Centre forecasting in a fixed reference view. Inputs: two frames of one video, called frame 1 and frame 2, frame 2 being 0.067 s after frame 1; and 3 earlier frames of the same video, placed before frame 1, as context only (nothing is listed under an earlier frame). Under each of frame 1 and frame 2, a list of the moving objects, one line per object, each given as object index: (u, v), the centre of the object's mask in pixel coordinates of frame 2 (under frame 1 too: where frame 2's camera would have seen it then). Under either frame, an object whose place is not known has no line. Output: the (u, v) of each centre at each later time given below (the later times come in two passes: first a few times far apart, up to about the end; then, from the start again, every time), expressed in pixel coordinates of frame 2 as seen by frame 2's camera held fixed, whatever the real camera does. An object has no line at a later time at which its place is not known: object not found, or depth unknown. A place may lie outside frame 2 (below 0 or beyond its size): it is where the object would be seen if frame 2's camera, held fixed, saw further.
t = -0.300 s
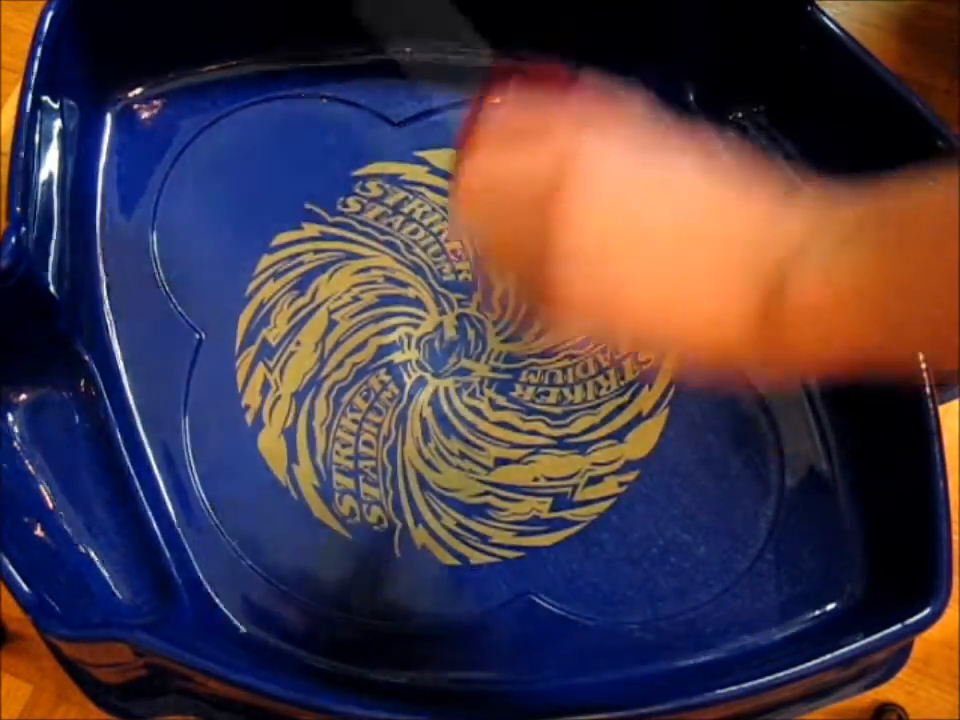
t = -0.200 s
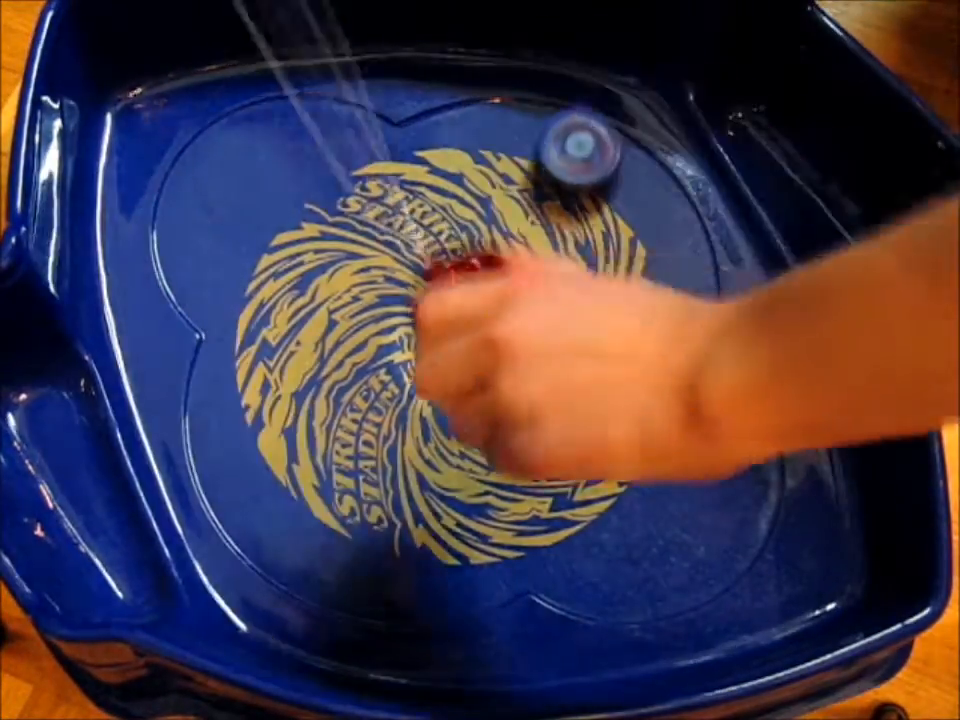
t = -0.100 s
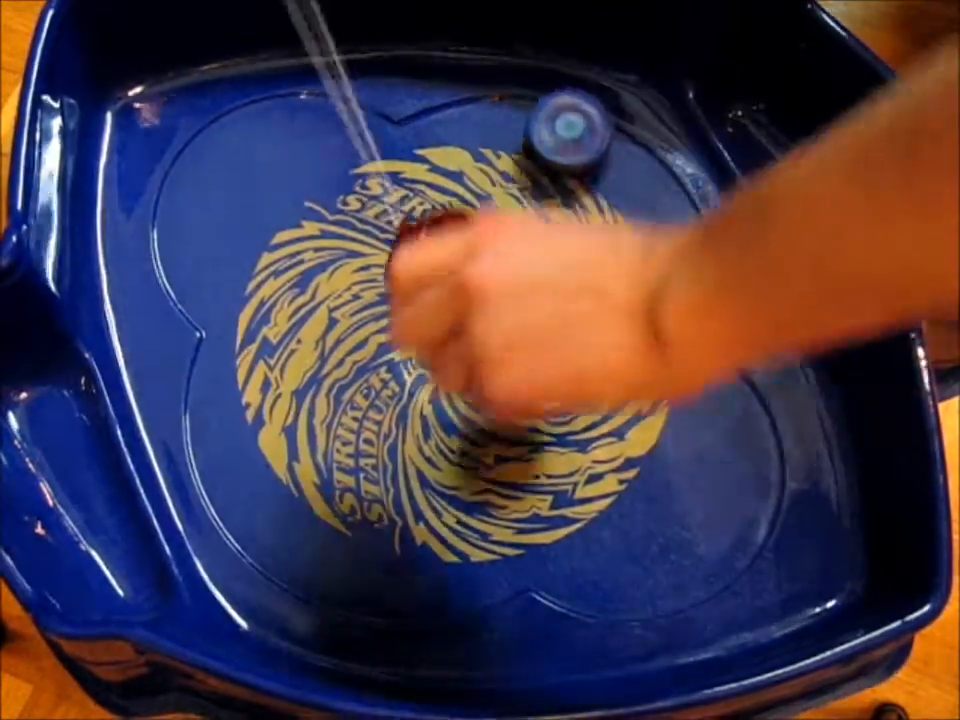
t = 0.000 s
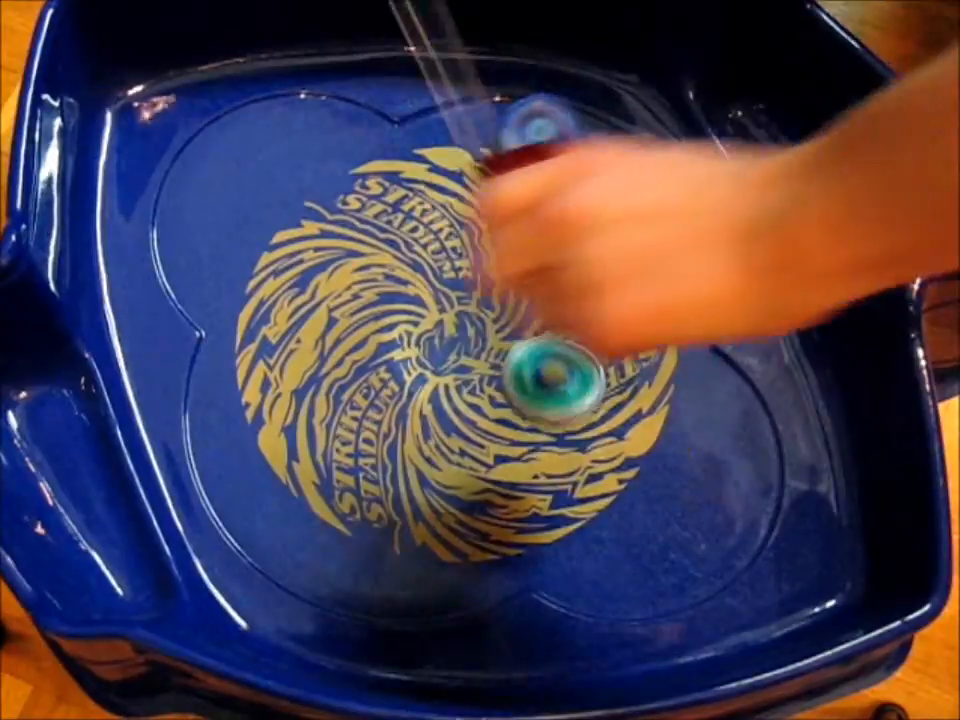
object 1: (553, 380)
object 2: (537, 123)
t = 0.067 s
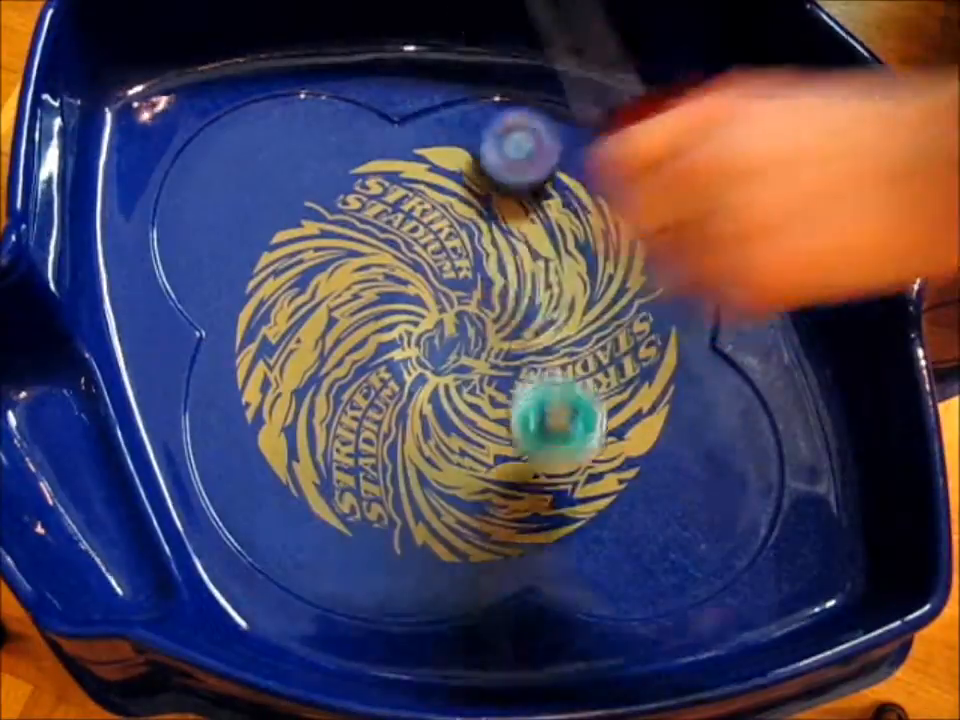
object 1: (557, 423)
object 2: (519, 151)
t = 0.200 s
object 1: (458, 459)
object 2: (501, 200)
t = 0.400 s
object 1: (240, 487)
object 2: (547, 305)
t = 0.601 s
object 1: (198, 442)
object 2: (640, 383)
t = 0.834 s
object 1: (138, 409)
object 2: (702, 357)
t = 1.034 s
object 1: (140, 388)
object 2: (671, 322)
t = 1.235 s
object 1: (135, 360)
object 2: (579, 314)
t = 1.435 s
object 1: (144, 322)
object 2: (478, 363)
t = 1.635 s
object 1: (180, 275)
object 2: (428, 426)
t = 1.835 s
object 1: (232, 269)
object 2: (388, 515)
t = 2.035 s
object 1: (347, 248)
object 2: (438, 561)
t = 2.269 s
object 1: (520, 181)
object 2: (491, 486)
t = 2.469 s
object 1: (611, 117)
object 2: (450, 393)
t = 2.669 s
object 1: (563, 96)
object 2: (406, 340)
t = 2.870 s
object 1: (494, 132)
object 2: (372, 332)
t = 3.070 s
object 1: (506, 219)
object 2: (343, 284)
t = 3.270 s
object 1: (561, 357)
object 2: (313, 272)
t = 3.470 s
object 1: (616, 470)
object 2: (299, 280)
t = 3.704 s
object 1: (654, 520)
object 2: (344, 296)
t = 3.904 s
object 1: (654, 516)
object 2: (395, 289)
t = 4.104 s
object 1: (647, 509)
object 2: (428, 297)
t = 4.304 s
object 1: (614, 485)
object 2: (468, 309)
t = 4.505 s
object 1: (516, 423)
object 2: (482, 284)
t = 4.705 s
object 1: (405, 368)
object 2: (464, 291)
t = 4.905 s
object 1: (297, 313)
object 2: (473, 336)
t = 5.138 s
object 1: (225, 285)
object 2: (515, 336)
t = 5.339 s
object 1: (217, 281)
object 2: (488, 323)
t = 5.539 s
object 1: (222, 279)
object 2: (458, 346)
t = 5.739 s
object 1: (241, 277)
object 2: (468, 380)
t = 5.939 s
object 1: (298, 274)
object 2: (488, 364)
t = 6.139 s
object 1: (396, 258)
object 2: (466, 340)
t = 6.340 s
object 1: (406, 172)
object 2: (510, 392)
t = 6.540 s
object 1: (417, 169)
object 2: (534, 430)
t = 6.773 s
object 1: (440, 177)
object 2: (559, 438)
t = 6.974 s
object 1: (473, 203)
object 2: (550, 415)
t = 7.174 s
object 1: (520, 246)
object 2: (501, 381)
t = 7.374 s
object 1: (569, 295)
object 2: (447, 341)
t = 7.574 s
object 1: (592, 333)
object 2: (394, 359)
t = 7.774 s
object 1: (597, 363)
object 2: (362, 370)
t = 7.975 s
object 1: (590, 386)
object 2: (340, 362)
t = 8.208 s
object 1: (566, 405)
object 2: (331, 359)
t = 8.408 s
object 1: (529, 418)
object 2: (341, 353)
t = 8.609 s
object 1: (475, 424)
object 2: (354, 338)
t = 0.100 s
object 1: (553, 454)
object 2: (512, 161)
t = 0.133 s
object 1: (528, 453)
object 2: (506, 173)
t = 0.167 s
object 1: (492, 453)
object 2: (503, 186)
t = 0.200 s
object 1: (458, 459)
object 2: (501, 200)
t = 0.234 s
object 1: (420, 472)
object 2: (501, 219)
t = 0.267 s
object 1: (382, 481)
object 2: (504, 235)
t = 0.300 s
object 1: (344, 477)
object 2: (512, 254)
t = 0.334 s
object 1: (307, 478)
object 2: (519, 272)
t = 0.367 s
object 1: (271, 485)
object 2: (532, 289)
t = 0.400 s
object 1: (240, 487)
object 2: (547, 305)
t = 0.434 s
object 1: (212, 492)
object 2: (561, 322)
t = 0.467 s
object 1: (181, 498)
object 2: (576, 339)
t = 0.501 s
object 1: (170, 485)
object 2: (593, 355)
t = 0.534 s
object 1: (183, 465)
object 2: (610, 367)
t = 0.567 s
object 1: (198, 453)
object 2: (625, 377)
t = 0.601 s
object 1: (198, 442)
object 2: (640, 383)
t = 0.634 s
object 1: (195, 436)
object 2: (655, 387)
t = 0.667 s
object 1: (190, 434)
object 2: (668, 386)
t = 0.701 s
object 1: (181, 430)
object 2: (682, 381)
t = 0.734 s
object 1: (170, 426)
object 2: (692, 374)
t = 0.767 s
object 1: (155, 419)
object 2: (699, 367)
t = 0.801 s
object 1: (140, 411)
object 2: (703, 362)
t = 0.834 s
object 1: (138, 409)
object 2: (702, 357)
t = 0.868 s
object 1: (145, 409)
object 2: (699, 350)
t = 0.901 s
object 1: (144, 404)
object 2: (696, 341)
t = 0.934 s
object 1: (138, 397)
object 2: (694, 335)
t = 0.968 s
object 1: (140, 397)
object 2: (689, 331)
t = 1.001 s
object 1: (143, 396)
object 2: (681, 326)
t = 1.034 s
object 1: (140, 388)
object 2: (671, 322)
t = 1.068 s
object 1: (137, 380)
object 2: (658, 317)
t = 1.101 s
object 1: (135, 374)
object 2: (643, 311)
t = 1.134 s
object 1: (135, 370)
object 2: (629, 307)
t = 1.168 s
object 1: (134, 367)
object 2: (612, 306)
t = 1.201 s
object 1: (134, 363)
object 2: (596, 308)
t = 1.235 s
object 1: (135, 360)
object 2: (579, 314)
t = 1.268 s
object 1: (135, 356)
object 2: (561, 321)
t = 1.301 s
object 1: (136, 351)
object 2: (545, 331)
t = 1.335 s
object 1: (137, 345)
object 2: (528, 346)
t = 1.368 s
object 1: (138, 338)
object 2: (511, 355)
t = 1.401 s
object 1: (141, 330)
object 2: (494, 359)
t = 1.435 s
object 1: (144, 322)
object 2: (478, 363)
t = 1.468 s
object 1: (148, 312)
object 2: (466, 369)
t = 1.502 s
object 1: (152, 303)
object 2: (459, 378)
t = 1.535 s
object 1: (156, 292)
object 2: (454, 386)
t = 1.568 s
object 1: (160, 282)
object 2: (448, 402)
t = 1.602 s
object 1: (168, 276)
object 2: (441, 413)
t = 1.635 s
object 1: (180, 275)
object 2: (428, 426)
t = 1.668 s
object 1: (189, 275)
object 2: (415, 440)
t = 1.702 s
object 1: (196, 274)
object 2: (404, 453)
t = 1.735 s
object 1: (203, 274)
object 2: (395, 470)
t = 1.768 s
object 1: (209, 273)
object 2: (389, 487)
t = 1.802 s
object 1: (219, 272)
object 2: (386, 503)
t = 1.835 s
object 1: (232, 269)
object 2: (388, 515)
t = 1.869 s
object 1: (246, 267)
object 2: (392, 528)
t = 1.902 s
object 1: (263, 265)
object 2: (398, 540)
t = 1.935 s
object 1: (282, 261)
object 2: (408, 549)
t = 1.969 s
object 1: (303, 258)
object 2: (419, 557)
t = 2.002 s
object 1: (324, 253)
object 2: (428, 561)
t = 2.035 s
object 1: (347, 248)
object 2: (438, 561)
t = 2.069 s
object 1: (371, 240)
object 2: (449, 558)
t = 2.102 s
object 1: (397, 231)
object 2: (461, 551)
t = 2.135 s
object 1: (422, 223)
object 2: (472, 540)
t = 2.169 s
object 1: (448, 213)
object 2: (482, 528)
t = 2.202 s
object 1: (472, 204)
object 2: (488, 514)
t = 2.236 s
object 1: (497, 193)
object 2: (493, 498)
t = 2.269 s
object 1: (520, 181)
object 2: (491, 486)
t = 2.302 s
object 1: (542, 170)
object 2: (487, 470)
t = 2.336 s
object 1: (561, 158)
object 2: (484, 452)
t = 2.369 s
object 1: (577, 148)
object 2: (477, 435)
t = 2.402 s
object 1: (591, 136)
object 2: (468, 418)
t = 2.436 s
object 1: (602, 126)
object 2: (457, 407)
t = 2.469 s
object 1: (611, 117)
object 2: (450, 393)
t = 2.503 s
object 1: (608, 113)
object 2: (444, 381)
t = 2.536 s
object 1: (601, 112)
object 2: (439, 369)
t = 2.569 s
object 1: (601, 107)
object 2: (431, 358)
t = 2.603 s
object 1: (594, 102)
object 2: (422, 348)
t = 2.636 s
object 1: (581, 99)
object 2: (414, 343)
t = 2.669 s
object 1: (563, 96)
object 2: (406, 340)
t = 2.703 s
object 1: (540, 96)
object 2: (400, 341)
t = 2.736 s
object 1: (521, 101)
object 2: (392, 346)
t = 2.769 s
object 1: (508, 108)
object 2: (384, 347)
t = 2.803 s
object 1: (500, 116)
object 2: (379, 345)
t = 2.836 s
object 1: (496, 123)
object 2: (375, 340)
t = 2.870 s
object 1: (494, 132)
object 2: (372, 332)
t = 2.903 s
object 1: (494, 142)
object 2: (369, 323)
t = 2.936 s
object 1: (495, 154)
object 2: (365, 316)
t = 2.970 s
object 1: (496, 167)
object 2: (358, 307)
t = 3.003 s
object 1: (499, 182)
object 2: (352, 300)
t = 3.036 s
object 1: (502, 198)
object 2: (347, 293)
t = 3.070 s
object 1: (506, 219)
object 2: (343, 284)
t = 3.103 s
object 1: (512, 239)
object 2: (338, 279)
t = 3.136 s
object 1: (519, 261)
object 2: (333, 275)
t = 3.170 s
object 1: (529, 285)
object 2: (328, 273)
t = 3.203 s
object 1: (539, 308)
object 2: (324, 271)
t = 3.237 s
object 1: (550, 333)
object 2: (319, 271)
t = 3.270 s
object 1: (561, 357)
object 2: (313, 272)
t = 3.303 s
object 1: (570, 380)
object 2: (307, 271)
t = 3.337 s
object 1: (579, 398)
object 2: (304, 271)
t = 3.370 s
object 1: (589, 421)
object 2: (302, 272)
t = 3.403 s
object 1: (598, 438)
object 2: (300, 276)
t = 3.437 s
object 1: (608, 454)
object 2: (298, 277)
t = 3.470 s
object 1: (616, 470)
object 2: (299, 280)
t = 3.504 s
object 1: (626, 484)
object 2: (302, 285)
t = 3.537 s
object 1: (636, 498)
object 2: (307, 290)
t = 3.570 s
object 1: (644, 507)
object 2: (313, 292)
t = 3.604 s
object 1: (649, 513)
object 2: (319, 293)
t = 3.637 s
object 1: (652, 517)
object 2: (326, 295)
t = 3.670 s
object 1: (654, 518)
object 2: (334, 295)
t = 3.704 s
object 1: (654, 520)
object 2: (344, 296)
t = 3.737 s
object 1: (655, 520)
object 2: (355, 297)
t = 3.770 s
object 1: (655, 519)
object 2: (365, 298)
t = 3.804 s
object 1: (655, 518)
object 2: (373, 298)
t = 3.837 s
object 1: (655, 517)
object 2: (382, 296)
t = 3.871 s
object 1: (655, 517)
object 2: (388, 293)
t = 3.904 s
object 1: (654, 516)
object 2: (395, 289)
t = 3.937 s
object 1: (654, 514)
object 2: (403, 285)
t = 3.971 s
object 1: (653, 514)
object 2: (412, 282)
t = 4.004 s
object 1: (652, 513)
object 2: (418, 284)
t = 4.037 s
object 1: (650, 512)
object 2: (423, 287)
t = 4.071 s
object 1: (649, 511)
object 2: (426, 291)
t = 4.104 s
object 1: (647, 509)
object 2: (428, 297)
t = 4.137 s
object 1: (644, 508)
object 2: (432, 302)
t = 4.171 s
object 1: (641, 505)
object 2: (439, 307)
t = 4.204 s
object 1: (637, 502)
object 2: (447, 310)
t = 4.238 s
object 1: (631, 497)
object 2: (455, 310)
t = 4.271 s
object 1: (624, 491)
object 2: (463, 310)
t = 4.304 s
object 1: (614, 485)
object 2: (468, 309)
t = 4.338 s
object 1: (603, 476)
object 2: (475, 306)
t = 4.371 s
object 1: (589, 467)
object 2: (480, 303)
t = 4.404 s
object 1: (573, 457)
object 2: (483, 299)
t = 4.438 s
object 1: (555, 446)
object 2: (486, 293)
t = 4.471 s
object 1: (538, 433)
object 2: (486, 288)
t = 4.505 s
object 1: (516, 423)
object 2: (482, 284)
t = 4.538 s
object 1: (494, 413)
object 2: (478, 280)
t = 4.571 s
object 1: (470, 402)
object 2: (474, 279)
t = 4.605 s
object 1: (446, 391)
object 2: (471, 280)
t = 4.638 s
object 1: (429, 382)
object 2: (468, 282)
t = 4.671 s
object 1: (415, 373)
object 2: (466, 286)
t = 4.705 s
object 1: (405, 368)
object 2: (464, 291)
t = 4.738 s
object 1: (395, 362)
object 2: (463, 297)
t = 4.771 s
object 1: (378, 355)
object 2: (463, 305)
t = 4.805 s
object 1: (359, 347)
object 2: (462, 312)
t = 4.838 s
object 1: (339, 336)
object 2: (465, 321)
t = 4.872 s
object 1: (317, 324)
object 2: (468, 328)
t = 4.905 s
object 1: (297, 313)
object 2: (473, 336)
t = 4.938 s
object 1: (281, 305)
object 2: (481, 341)
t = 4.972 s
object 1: (265, 298)
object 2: (487, 344)
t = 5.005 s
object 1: (253, 294)
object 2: (493, 346)
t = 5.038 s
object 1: (243, 290)
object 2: (500, 345)
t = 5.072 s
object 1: (235, 288)
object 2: (507, 345)
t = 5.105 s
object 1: (229, 285)
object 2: (512, 342)
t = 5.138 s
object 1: (225, 285)
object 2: (515, 336)
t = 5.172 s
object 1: (222, 284)
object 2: (514, 331)
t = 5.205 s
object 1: (220, 283)
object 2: (510, 326)
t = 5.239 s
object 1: (218, 283)
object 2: (505, 324)
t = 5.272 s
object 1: (217, 282)
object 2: (499, 322)
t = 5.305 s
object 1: (217, 281)
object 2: (493, 323)
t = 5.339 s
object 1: (217, 281)
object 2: (488, 323)
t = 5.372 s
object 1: (217, 280)
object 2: (482, 325)
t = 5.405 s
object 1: (217, 280)
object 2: (475, 328)
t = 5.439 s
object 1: (218, 280)
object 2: (470, 331)
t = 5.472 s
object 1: (219, 279)
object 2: (464, 336)
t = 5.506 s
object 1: (220, 279)
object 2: (460, 341)
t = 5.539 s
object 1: (222, 279)
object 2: (458, 346)
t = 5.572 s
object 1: (223, 279)
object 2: (455, 354)
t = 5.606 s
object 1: (227, 278)
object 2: (456, 362)
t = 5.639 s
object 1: (229, 277)
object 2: (457, 369)
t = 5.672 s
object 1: (233, 277)
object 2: (460, 374)
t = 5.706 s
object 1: (236, 277)
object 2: (463, 377)
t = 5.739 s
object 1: (241, 277)
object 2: (468, 380)
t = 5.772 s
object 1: (246, 276)
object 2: (473, 382)
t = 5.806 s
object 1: (254, 276)
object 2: (478, 381)
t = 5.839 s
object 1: (263, 276)
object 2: (482, 379)
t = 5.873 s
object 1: (274, 276)
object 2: (485, 374)
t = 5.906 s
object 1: (285, 275)
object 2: (487, 369)
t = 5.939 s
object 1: (298, 274)
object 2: (488, 364)
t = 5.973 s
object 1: (314, 274)
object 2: (487, 359)
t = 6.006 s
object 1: (329, 273)
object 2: (485, 351)
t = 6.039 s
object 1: (346, 272)
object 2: (482, 347)
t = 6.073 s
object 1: (364, 270)
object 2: (477, 340)
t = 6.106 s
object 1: (383, 269)
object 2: (468, 336)
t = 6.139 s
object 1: (396, 258)
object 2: (466, 340)
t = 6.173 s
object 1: (396, 231)
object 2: (476, 355)
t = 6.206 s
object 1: (396, 207)
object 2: (483, 369)
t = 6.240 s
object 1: (397, 192)
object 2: (491, 380)
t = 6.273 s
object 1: (401, 179)
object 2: (498, 386)
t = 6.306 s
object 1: (404, 174)
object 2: (504, 389)
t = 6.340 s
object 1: (406, 172)
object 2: (510, 392)
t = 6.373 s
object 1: (408, 171)
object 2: (514, 400)
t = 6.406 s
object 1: (410, 170)
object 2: (516, 408)
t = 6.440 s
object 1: (411, 169)
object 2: (519, 414)
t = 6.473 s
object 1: (413, 169)
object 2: (522, 420)
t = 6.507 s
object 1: (415, 168)
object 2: (528, 425)
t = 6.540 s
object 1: (417, 169)
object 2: (534, 430)
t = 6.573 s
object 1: (419, 169)
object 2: (540, 434)
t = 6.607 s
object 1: (422, 169)
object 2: (545, 437)
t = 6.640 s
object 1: (426, 170)
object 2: (550, 439)
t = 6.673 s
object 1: (429, 171)
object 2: (554, 440)
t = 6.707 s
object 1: (432, 173)
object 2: (557, 440)
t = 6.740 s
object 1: (436, 174)
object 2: (558, 440)
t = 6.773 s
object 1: (440, 177)
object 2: (559, 438)
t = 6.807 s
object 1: (445, 180)
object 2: (558, 437)
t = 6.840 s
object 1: (450, 184)
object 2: (559, 432)
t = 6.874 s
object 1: (455, 187)
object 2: (558, 428)
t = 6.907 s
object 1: (461, 193)
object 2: (557, 422)
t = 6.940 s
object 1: (467, 197)
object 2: (554, 419)
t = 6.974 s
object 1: (473, 203)
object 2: (550, 415)
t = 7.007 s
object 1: (480, 210)
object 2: (543, 411)
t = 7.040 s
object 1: (488, 216)
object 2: (536, 408)
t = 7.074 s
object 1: (496, 224)
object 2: (529, 401)
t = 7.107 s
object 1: (503, 231)
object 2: (520, 394)
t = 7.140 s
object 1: (511, 237)
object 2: (511, 388)
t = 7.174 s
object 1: (520, 246)
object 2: (501, 381)
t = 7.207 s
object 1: (530, 254)
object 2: (493, 374)
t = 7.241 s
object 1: (539, 264)
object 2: (485, 366)
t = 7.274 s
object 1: (549, 273)
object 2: (477, 357)
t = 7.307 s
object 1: (556, 281)
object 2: (469, 348)
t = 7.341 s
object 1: (563, 288)
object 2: (459, 344)
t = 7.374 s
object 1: (569, 295)
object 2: (447, 341)
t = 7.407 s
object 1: (575, 302)
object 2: (437, 337)
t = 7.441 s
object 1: (579, 308)
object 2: (424, 337)
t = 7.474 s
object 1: (583, 315)
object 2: (414, 340)
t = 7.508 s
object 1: (586, 321)
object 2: (405, 344)
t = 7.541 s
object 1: (589, 327)
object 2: (398, 352)
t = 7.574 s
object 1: (592, 333)
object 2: (394, 359)
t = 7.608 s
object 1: (593, 338)
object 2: (391, 363)
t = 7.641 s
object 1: (595, 344)
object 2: (385, 368)
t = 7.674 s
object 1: (597, 351)
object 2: (379, 370)
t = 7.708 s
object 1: (597, 355)
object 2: (373, 371)
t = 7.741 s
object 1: (597, 359)
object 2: (368, 370)
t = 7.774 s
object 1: (597, 363)
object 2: (362, 370)
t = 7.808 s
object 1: (597, 367)
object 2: (357, 368)
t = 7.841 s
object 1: (596, 370)
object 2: (353, 366)
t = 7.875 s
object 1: (595, 374)
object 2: (349, 364)
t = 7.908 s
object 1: (593, 378)
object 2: (346, 363)
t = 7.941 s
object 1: (592, 382)
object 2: (343, 362)
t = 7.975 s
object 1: (590, 386)
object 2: (340, 362)
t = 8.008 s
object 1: (587, 389)
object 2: (337, 361)
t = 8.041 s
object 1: (585, 391)
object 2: (334, 361)
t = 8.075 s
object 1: (581, 395)
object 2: (332, 360)
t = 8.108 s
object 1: (578, 397)
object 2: (331, 360)
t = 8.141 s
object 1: (575, 400)
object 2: (330, 360)
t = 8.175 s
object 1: (571, 403)
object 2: (330, 360)
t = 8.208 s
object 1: (566, 405)
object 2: (331, 359)
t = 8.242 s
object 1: (561, 408)
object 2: (332, 359)
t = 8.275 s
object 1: (556, 410)
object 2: (334, 358)
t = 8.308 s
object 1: (550, 412)
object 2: (335, 357)
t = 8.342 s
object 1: (544, 414)
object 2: (337, 356)
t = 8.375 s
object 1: (537, 417)
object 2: (339, 354)
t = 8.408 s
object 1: (529, 418)
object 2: (341, 353)
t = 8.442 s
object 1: (522, 420)
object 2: (342, 351)
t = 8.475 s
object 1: (513, 421)
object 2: (344, 350)
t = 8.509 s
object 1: (505, 422)
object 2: (347, 348)
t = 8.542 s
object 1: (495, 424)
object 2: (349, 345)
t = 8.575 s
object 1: (485, 424)
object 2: (352, 342)
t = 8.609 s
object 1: (475, 424)
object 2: (354, 338)
